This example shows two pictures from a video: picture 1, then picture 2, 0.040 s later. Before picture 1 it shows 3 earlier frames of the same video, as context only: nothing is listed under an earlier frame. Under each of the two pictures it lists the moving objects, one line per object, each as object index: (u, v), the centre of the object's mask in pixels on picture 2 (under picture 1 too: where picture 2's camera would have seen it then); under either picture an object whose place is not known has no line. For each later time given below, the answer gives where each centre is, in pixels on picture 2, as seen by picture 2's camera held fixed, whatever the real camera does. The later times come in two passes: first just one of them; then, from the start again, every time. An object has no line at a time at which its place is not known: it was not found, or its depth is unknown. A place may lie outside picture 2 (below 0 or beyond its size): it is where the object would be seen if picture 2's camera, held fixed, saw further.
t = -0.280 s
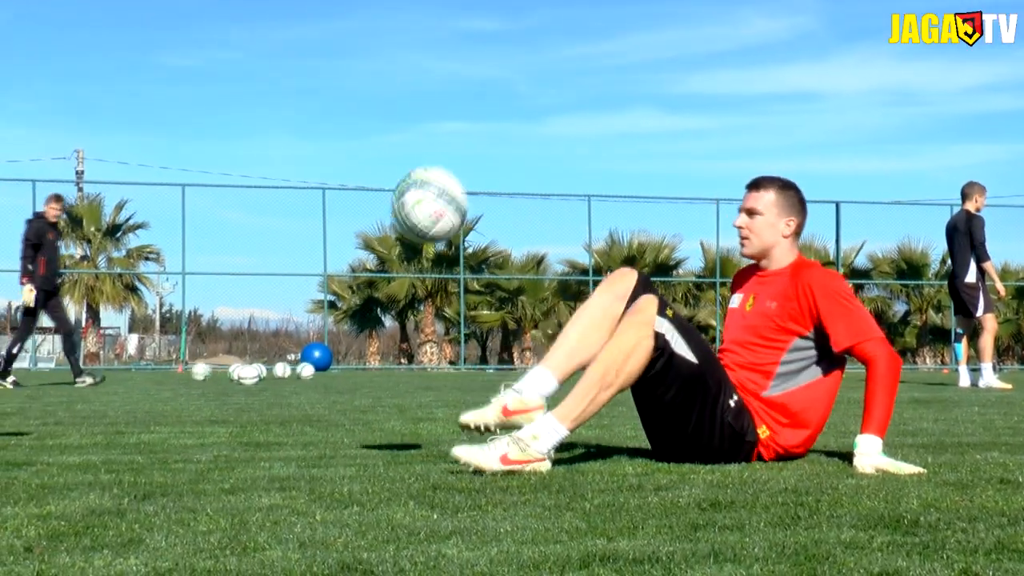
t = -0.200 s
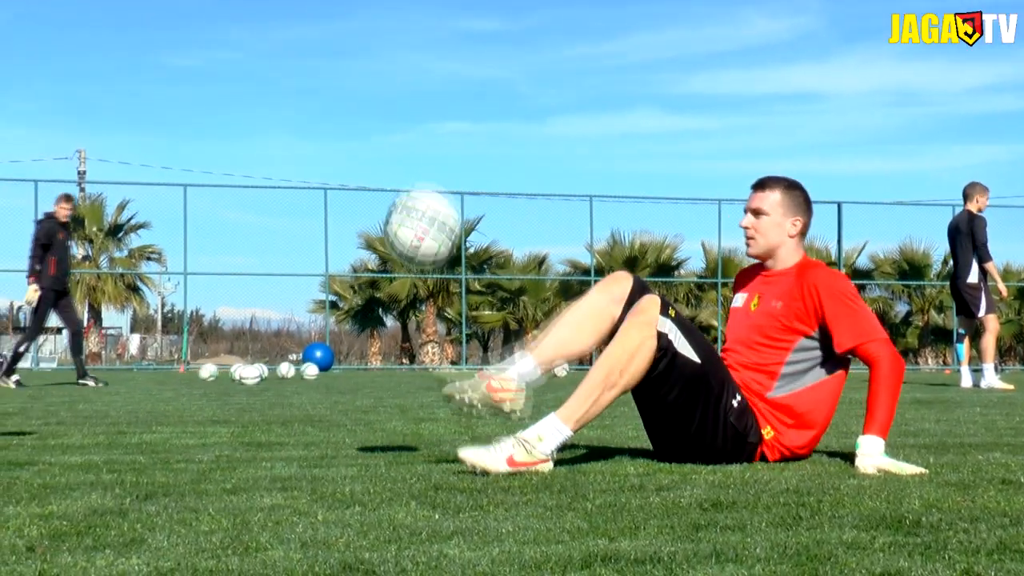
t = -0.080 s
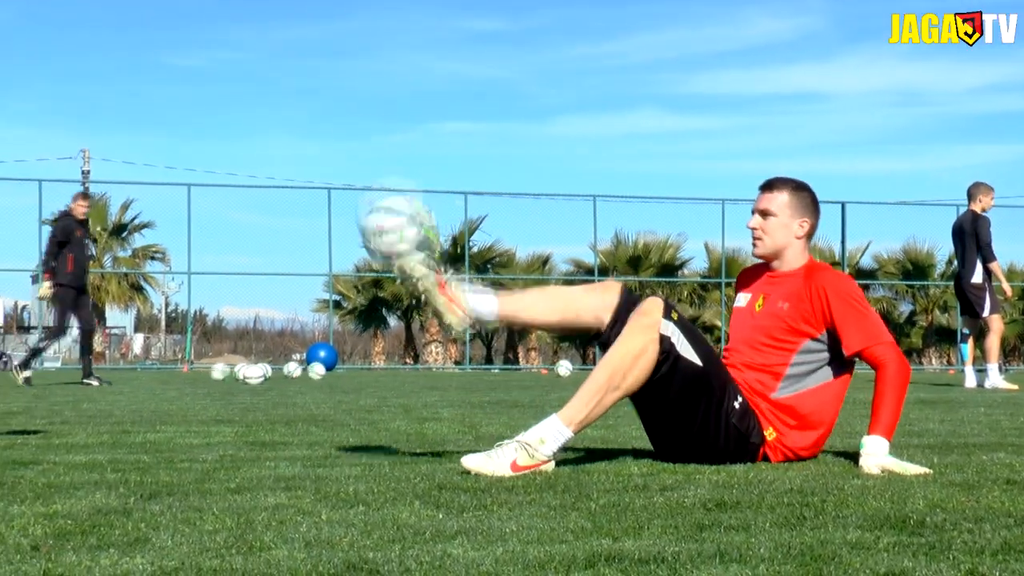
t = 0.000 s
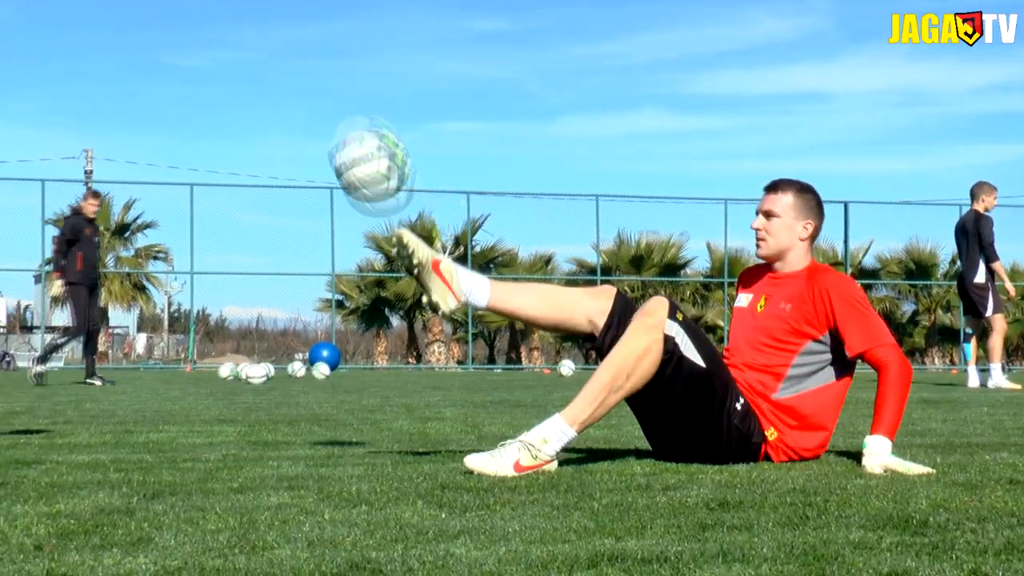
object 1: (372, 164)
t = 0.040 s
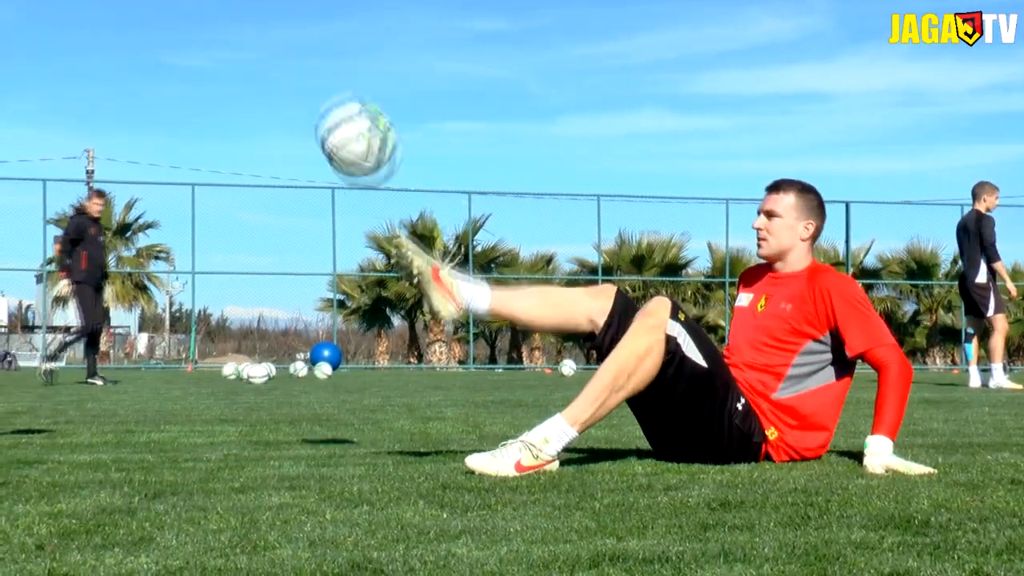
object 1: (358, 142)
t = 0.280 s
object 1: (271, 98)
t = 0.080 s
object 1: (344, 122)
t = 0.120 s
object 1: (329, 107)
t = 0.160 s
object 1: (312, 95)
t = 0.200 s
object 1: (297, 91)
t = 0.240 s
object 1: (282, 92)
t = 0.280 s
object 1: (271, 98)
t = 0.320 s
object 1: (260, 111)
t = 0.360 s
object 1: (245, 129)
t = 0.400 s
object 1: (233, 145)
